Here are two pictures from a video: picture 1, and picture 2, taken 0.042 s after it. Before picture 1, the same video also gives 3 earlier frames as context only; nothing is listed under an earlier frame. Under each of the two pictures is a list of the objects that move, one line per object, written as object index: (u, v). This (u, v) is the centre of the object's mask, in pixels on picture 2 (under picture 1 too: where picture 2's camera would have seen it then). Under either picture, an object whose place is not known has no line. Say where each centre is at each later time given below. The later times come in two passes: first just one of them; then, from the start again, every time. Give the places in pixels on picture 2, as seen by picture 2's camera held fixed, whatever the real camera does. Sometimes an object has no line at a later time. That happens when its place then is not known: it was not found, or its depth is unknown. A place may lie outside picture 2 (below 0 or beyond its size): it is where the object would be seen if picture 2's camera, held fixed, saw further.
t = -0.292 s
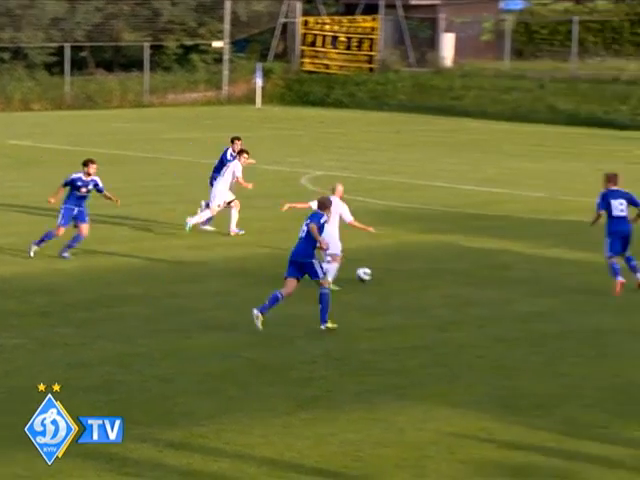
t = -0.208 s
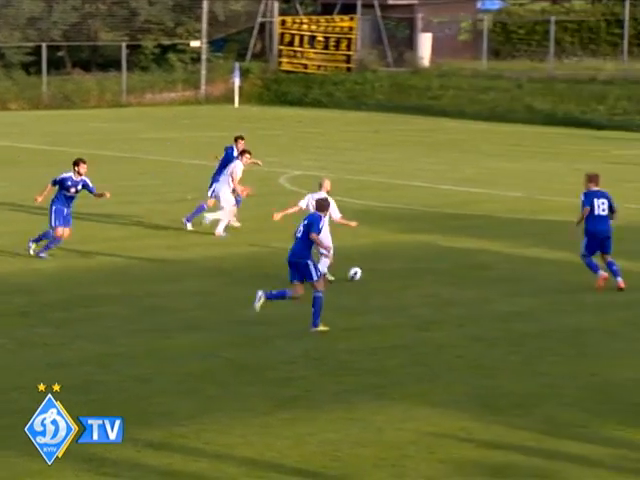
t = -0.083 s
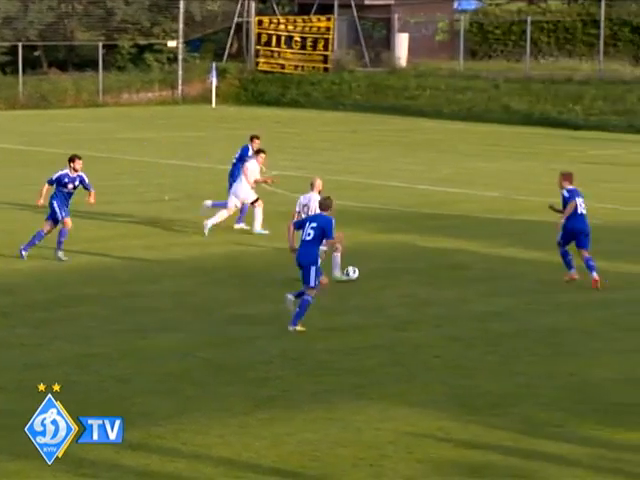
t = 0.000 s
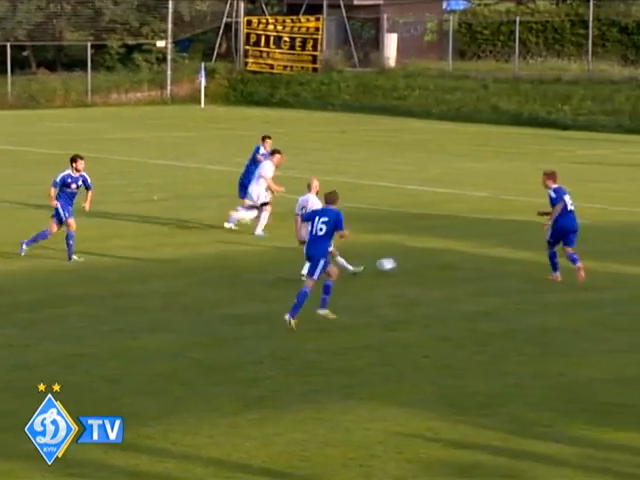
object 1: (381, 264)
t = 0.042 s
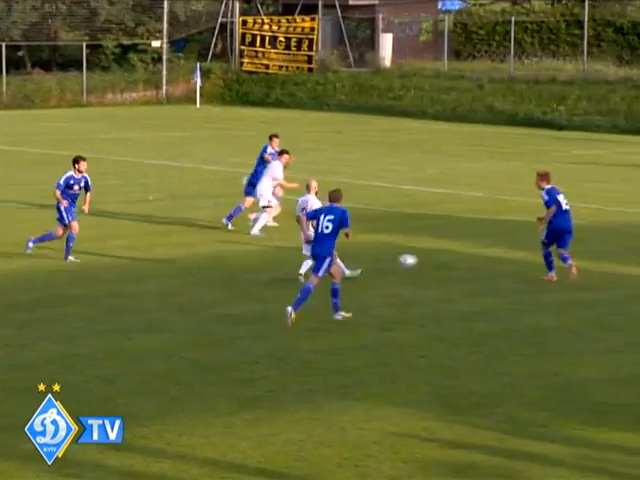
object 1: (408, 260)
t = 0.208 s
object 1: (506, 255)
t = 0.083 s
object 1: (433, 257)
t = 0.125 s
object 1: (458, 255)
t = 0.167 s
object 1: (483, 254)
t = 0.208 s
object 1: (506, 255)
